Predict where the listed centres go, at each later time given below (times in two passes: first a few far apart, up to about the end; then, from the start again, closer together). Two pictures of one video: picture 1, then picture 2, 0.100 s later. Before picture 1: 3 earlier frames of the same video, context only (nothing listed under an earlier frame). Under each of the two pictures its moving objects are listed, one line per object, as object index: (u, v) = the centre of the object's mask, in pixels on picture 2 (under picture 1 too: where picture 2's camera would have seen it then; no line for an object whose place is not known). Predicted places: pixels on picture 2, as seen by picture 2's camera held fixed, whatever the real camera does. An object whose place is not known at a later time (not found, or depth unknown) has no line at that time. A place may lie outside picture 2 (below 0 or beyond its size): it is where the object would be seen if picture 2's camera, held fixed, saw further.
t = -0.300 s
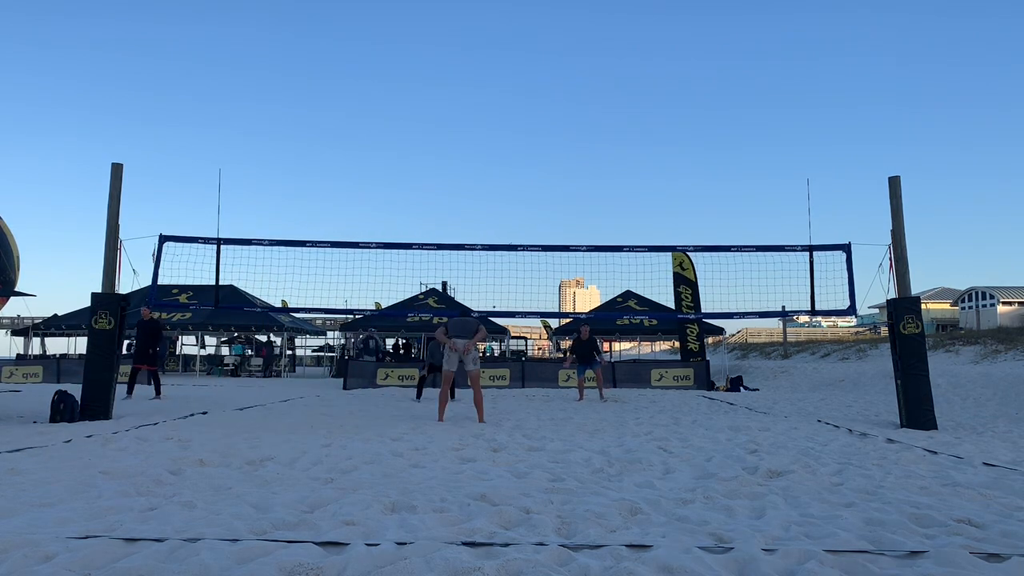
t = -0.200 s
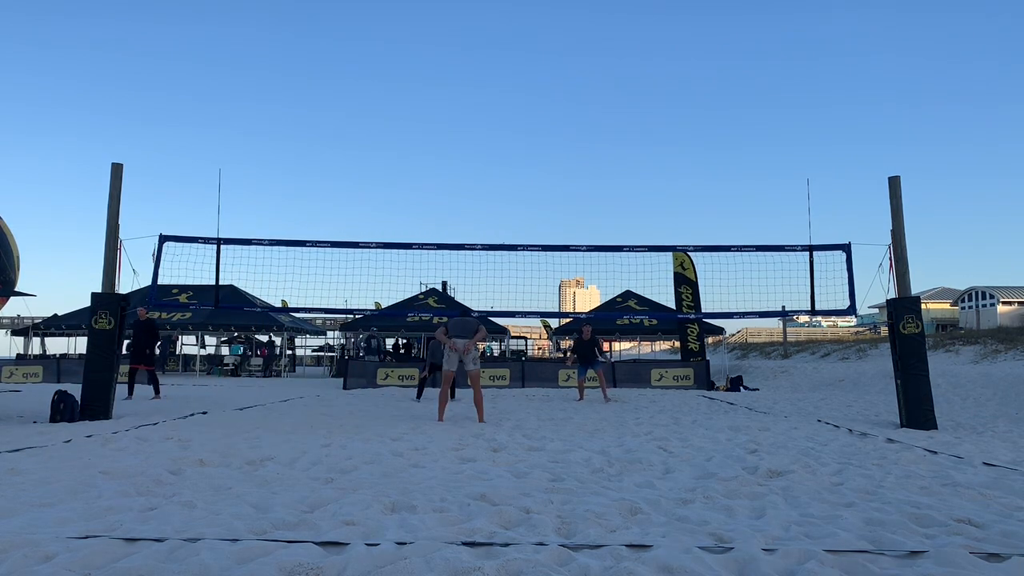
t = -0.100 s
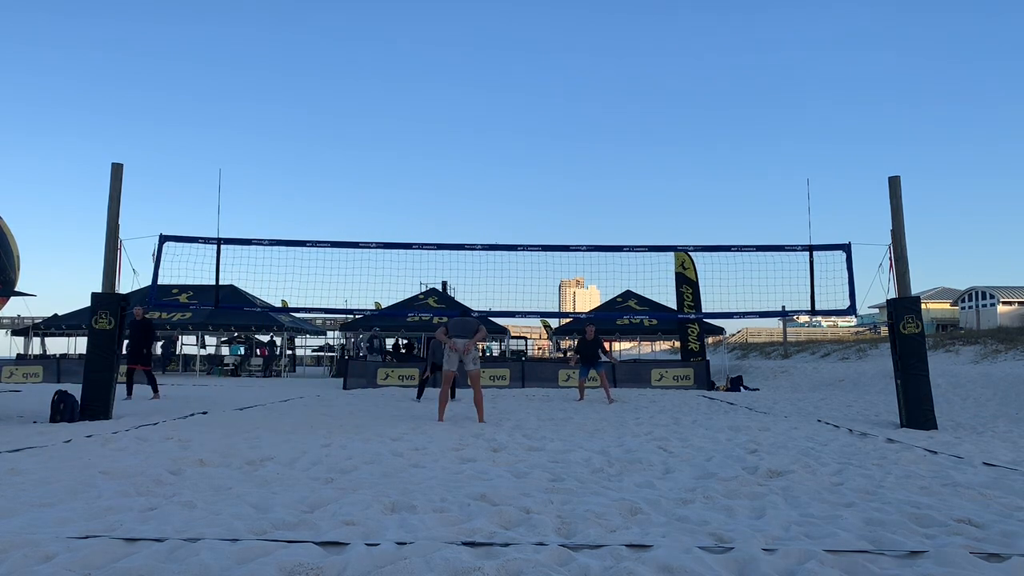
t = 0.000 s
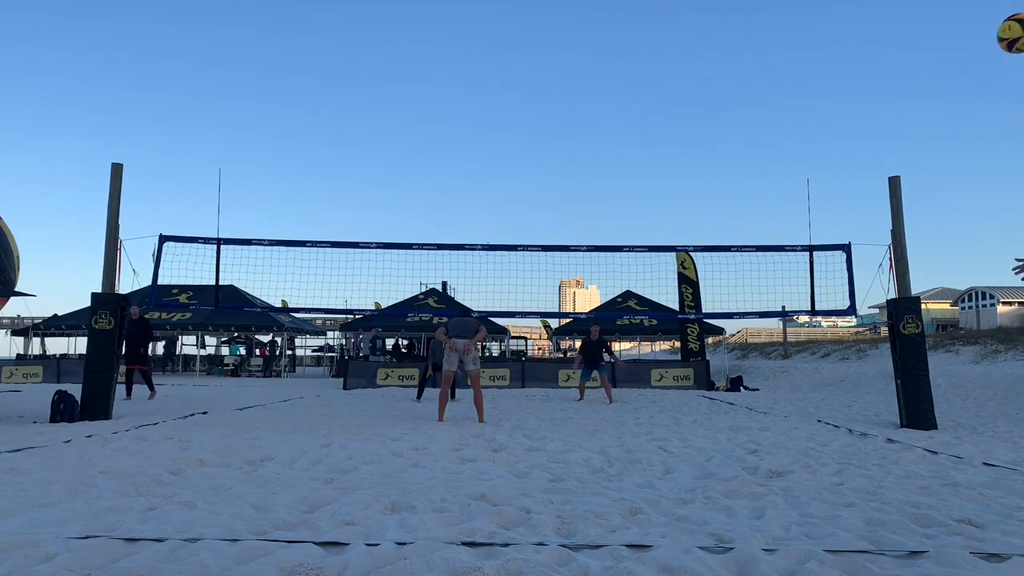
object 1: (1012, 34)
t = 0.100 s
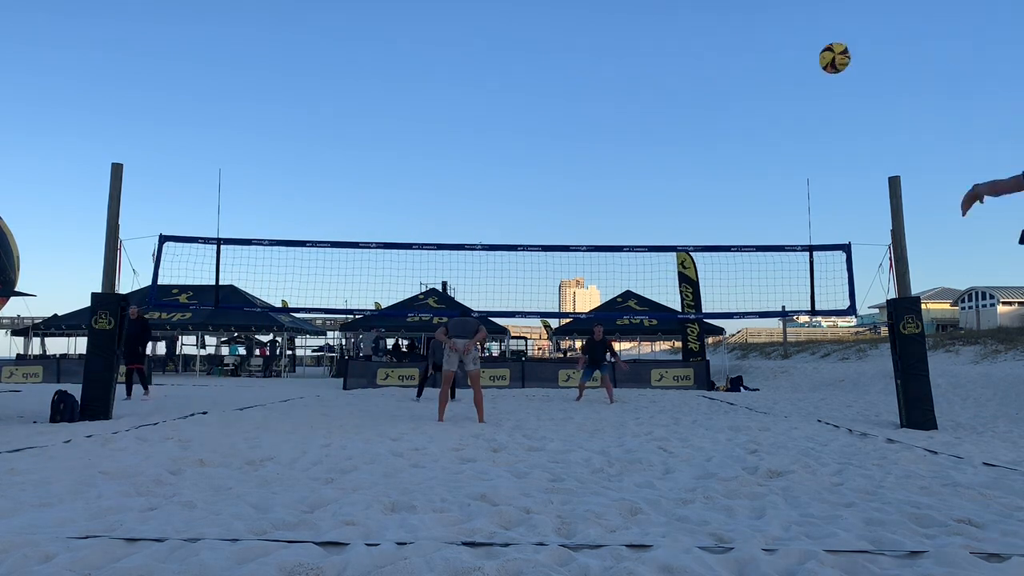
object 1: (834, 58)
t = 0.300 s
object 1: (634, 113)
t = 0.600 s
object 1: (486, 206)
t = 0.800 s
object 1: (431, 267)
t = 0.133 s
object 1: (790, 66)
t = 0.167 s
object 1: (752, 75)
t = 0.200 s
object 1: (717, 84)
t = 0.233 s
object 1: (687, 93)
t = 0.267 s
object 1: (659, 103)
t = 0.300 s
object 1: (634, 113)
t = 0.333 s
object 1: (611, 123)
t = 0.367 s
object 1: (591, 133)
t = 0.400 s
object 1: (572, 144)
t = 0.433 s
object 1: (555, 154)
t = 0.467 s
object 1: (539, 164)
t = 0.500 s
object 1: (524, 175)
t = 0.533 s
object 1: (510, 186)
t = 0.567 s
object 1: (498, 196)
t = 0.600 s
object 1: (486, 206)
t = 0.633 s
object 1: (475, 216)
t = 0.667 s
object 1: (465, 226)
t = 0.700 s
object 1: (456, 236)
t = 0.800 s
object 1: (431, 267)
